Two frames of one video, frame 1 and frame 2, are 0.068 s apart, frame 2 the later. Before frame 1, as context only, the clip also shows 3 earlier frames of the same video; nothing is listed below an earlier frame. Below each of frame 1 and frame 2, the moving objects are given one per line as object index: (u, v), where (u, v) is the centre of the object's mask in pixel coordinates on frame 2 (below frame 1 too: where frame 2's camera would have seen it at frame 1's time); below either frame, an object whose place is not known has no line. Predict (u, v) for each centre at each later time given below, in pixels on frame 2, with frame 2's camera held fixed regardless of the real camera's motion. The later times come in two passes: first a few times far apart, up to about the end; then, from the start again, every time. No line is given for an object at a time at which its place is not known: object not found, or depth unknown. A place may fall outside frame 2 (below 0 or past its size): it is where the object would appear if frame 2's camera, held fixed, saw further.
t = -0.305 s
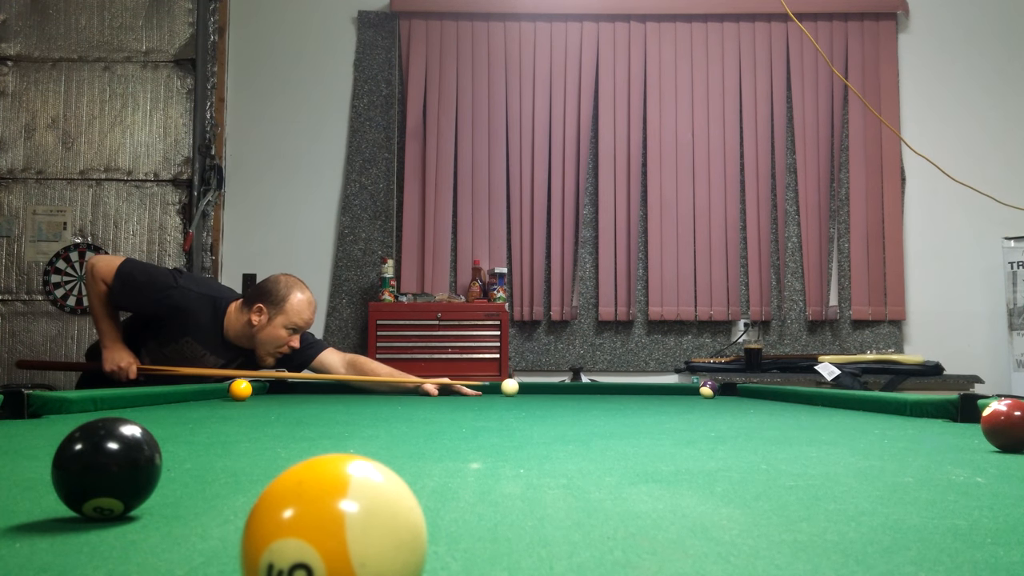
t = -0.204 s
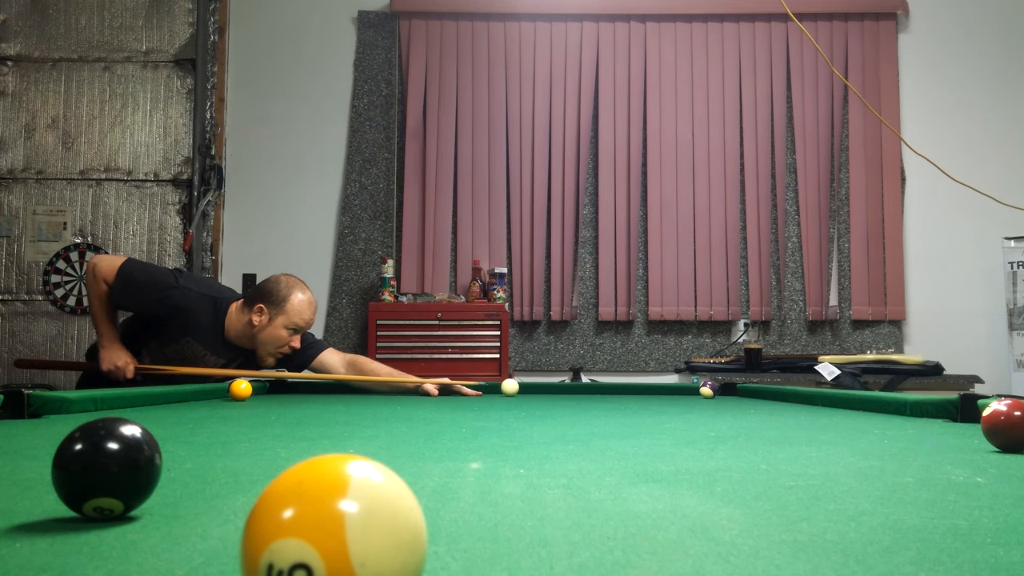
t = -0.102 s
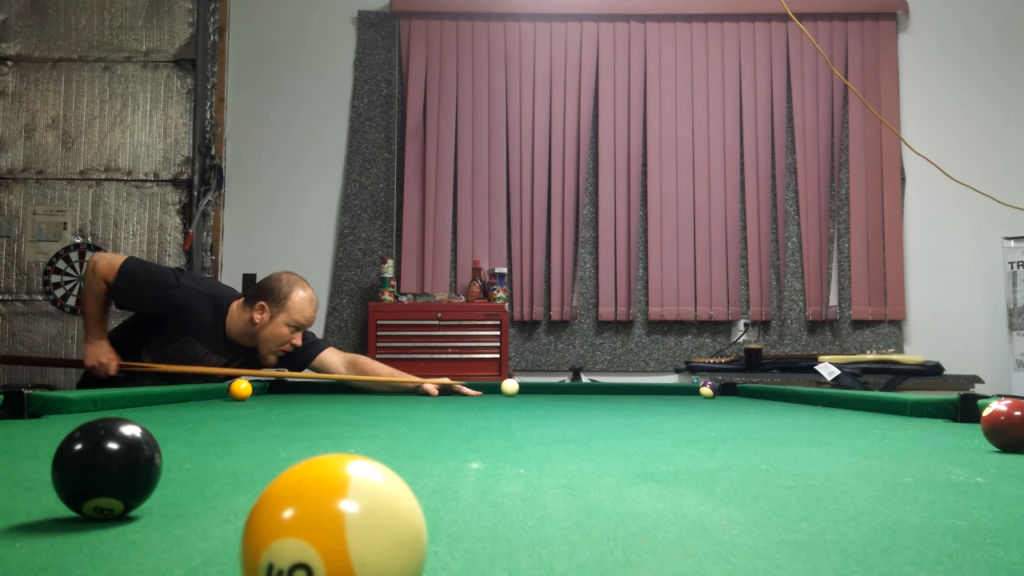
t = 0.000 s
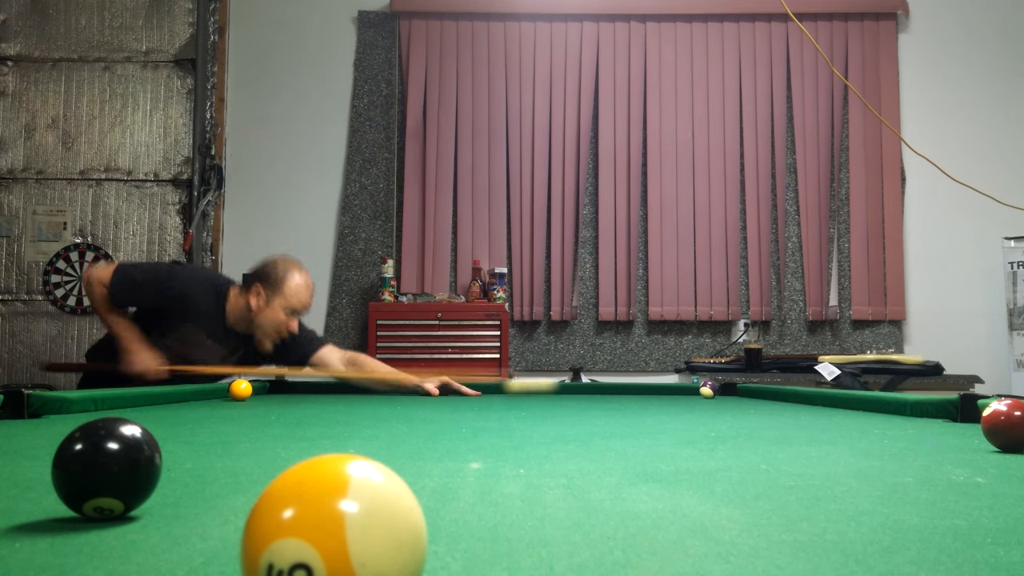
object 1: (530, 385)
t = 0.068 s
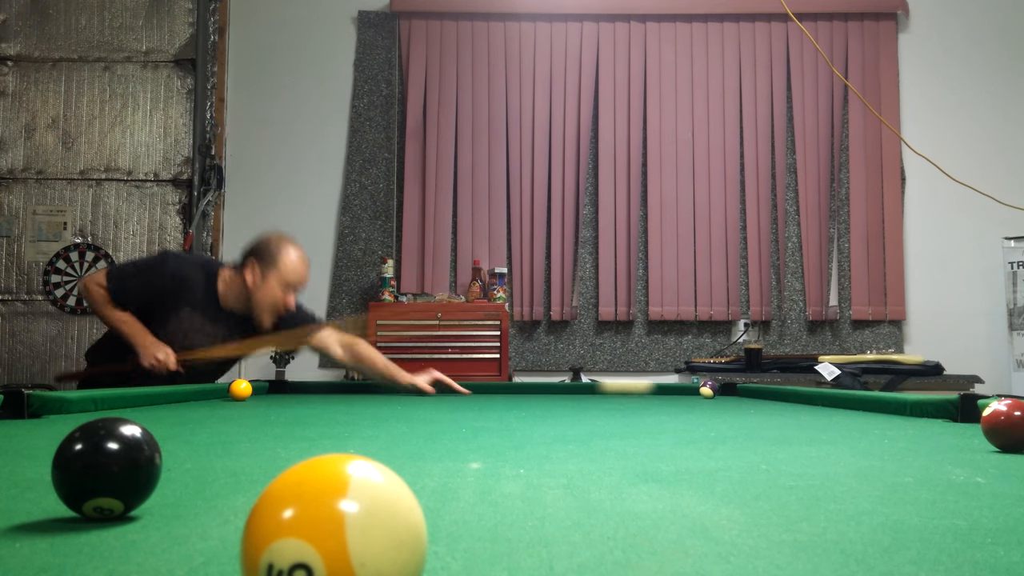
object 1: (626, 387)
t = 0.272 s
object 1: (729, 389)
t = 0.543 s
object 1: (786, 394)
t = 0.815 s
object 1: (803, 396)
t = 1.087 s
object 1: (828, 400)
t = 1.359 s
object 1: (860, 405)
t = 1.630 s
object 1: (904, 412)
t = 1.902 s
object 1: (958, 421)
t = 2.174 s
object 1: (907, 425)
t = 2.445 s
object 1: (852, 431)
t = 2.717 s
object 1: (791, 436)
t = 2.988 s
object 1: (721, 443)
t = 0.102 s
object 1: (672, 387)
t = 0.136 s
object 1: (696, 386)
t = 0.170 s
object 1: (702, 387)
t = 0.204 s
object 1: (711, 388)
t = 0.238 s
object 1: (719, 388)
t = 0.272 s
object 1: (729, 389)
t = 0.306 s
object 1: (740, 390)
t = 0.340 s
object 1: (752, 391)
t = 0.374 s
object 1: (766, 391)
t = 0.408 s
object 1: (781, 391)
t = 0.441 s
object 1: (789, 392)
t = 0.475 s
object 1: (787, 393)
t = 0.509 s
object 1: (786, 393)
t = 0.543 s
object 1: (786, 394)
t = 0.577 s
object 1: (787, 394)
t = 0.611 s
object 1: (789, 394)
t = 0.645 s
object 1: (791, 395)
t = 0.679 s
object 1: (793, 395)
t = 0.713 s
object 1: (795, 395)
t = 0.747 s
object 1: (798, 396)
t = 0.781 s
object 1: (800, 396)
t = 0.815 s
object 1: (803, 396)
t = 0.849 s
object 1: (806, 397)
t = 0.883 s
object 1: (808, 397)
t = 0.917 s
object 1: (812, 398)
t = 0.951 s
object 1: (815, 398)
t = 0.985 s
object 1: (818, 399)
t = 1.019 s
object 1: (821, 399)
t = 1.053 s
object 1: (824, 400)
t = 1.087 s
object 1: (828, 400)
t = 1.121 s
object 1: (831, 401)
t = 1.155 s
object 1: (835, 401)
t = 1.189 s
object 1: (838, 402)
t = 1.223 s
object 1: (843, 403)
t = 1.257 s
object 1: (847, 403)
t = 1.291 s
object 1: (851, 404)
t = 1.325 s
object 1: (855, 405)
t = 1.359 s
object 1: (860, 405)
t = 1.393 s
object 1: (865, 406)
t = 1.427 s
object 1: (870, 407)
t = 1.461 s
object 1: (875, 408)
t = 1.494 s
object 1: (881, 408)
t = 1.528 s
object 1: (886, 409)
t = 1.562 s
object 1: (892, 410)
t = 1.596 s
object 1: (898, 411)
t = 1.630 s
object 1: (904, 412)
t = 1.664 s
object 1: (911, 413)
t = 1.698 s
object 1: (918, 414)
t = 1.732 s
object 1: (925, 415)
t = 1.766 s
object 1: (933, 416)
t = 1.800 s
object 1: (940, 417)
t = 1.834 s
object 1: (948, 418)
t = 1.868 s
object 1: (956, 420)
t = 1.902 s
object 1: (958, 421)
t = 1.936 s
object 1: (950, 422)
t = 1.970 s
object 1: (943, 422)
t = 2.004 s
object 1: (938, 423)
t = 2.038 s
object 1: (932, 423)
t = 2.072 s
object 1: (926, 424)
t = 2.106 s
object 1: (920, 424)
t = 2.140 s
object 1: (914, 425)
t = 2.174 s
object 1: (907, 425)
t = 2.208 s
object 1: (901, 426)
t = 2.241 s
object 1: (894, 427)
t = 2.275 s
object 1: (887, 427)
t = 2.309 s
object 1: (881, 428)
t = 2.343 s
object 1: (874, 428)
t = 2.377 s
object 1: (866, 429)
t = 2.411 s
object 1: (859, 430)
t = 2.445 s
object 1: (852, 431)
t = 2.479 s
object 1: (845, 431)
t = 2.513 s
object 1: (838, 432)
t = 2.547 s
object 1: (830, 433)
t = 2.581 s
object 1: (823, 433)
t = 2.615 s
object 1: (815, 434)
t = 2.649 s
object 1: (807, 435)
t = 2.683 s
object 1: (800, 436)
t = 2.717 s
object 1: (791, 436)
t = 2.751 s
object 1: (783, 437)
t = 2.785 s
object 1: (774, 438)
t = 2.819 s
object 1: (766, 439)
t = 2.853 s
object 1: (757, 440)
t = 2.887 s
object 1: (748, 440)
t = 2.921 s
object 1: (739, 441)
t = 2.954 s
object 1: (730, 442)
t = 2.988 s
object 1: (721, 443)
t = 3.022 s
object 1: (712, 444)
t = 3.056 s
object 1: (703, 445)
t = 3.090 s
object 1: (693, 446)
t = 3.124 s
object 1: (683, 448)
